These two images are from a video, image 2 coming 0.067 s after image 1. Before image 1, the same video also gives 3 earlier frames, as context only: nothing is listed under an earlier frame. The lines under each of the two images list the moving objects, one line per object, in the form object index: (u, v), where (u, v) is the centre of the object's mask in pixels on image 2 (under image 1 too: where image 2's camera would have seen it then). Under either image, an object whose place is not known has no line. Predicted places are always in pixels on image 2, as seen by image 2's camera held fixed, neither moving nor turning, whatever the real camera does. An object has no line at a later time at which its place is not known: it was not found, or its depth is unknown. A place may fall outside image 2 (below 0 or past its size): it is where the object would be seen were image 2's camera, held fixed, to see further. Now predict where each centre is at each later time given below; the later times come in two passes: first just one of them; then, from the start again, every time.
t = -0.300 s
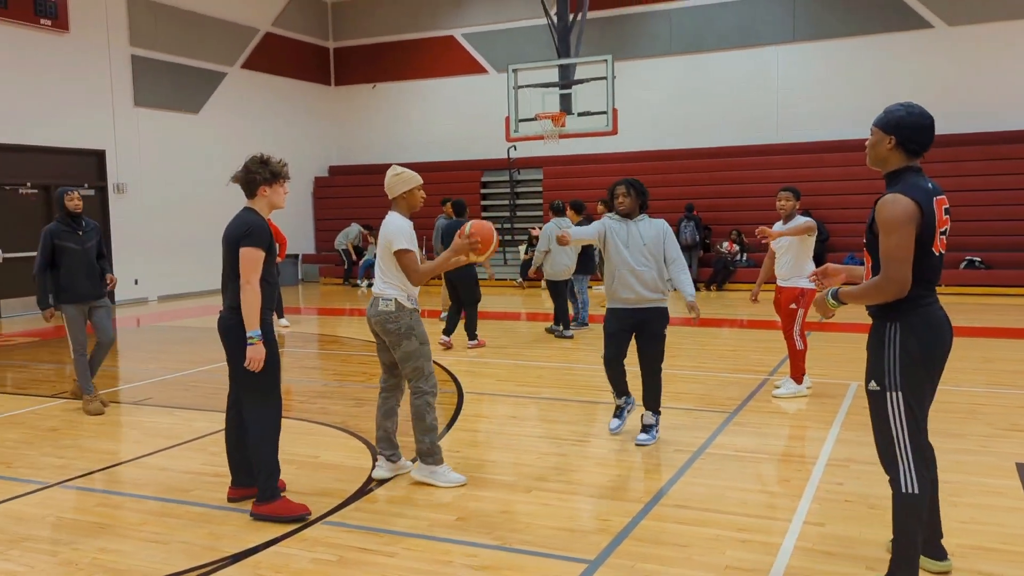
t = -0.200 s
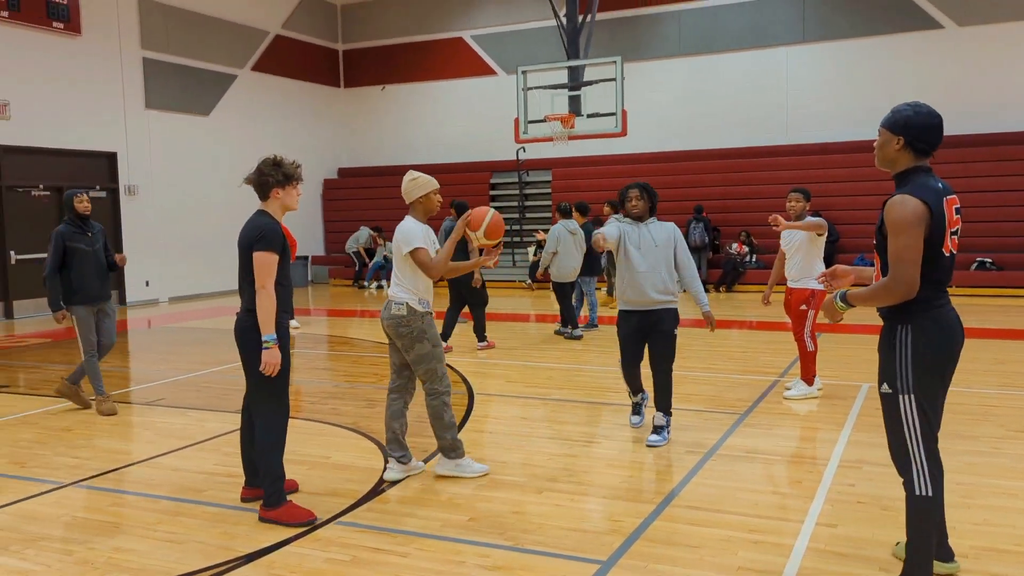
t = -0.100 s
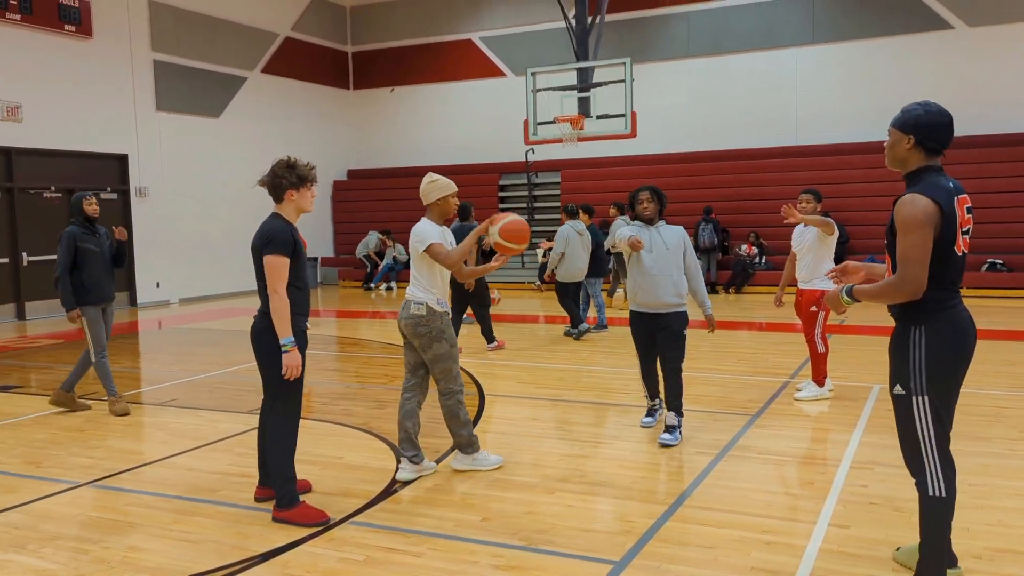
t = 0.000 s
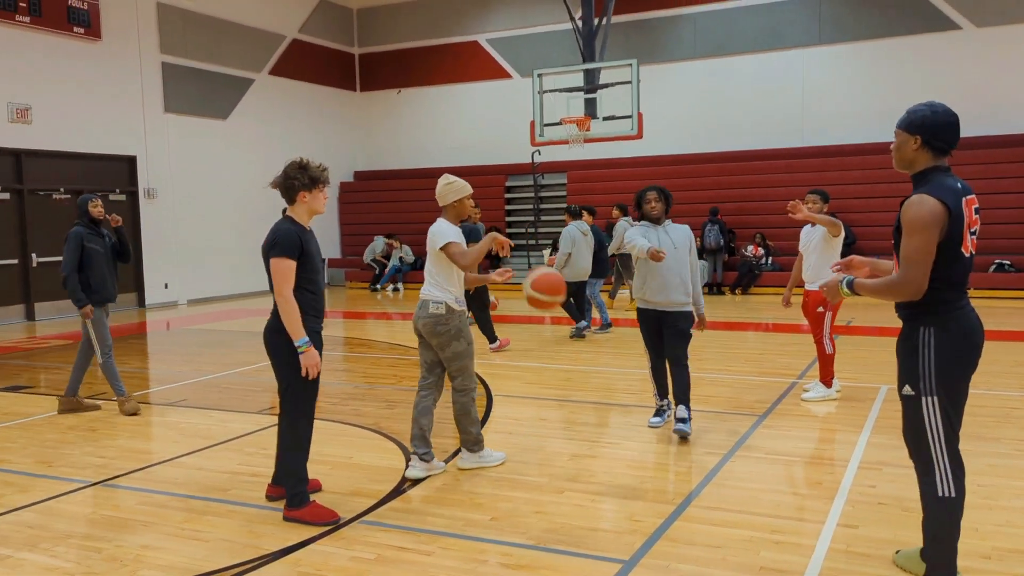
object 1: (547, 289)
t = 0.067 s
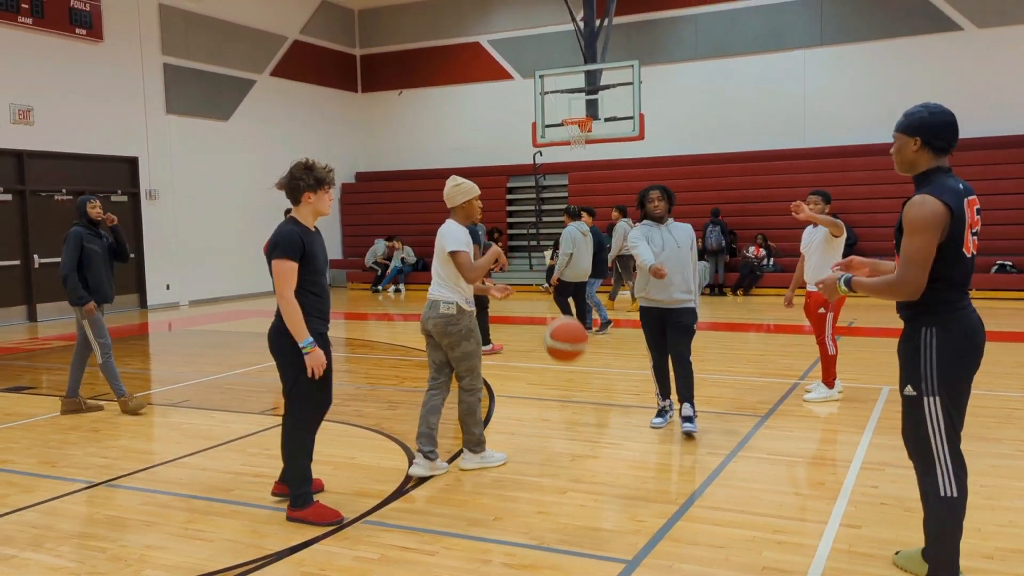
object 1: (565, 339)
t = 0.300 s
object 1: (623, 445)
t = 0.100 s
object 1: (575, 368)
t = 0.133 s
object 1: (584, 401)
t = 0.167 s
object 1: (595, 437)
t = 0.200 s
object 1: (605, 476)
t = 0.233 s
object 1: (613, 496)
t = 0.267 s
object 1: (618, 469)
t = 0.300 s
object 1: (623, 445)
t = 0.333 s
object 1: (628, 422)
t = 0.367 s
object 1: (634, 401)
